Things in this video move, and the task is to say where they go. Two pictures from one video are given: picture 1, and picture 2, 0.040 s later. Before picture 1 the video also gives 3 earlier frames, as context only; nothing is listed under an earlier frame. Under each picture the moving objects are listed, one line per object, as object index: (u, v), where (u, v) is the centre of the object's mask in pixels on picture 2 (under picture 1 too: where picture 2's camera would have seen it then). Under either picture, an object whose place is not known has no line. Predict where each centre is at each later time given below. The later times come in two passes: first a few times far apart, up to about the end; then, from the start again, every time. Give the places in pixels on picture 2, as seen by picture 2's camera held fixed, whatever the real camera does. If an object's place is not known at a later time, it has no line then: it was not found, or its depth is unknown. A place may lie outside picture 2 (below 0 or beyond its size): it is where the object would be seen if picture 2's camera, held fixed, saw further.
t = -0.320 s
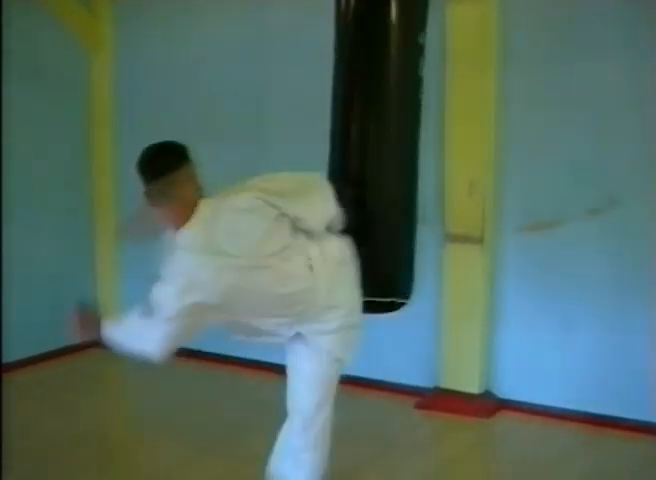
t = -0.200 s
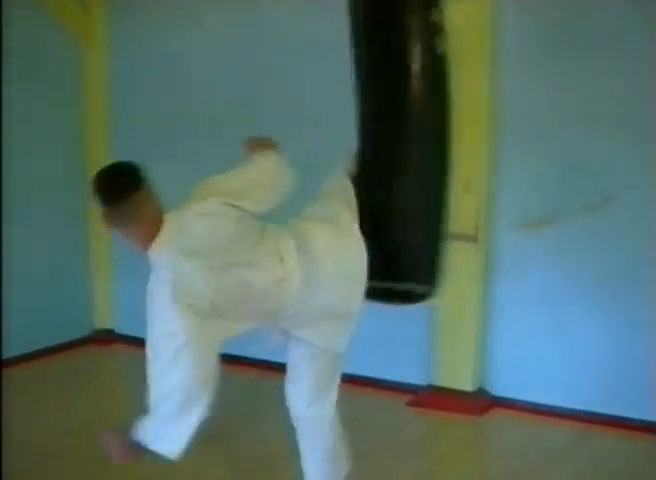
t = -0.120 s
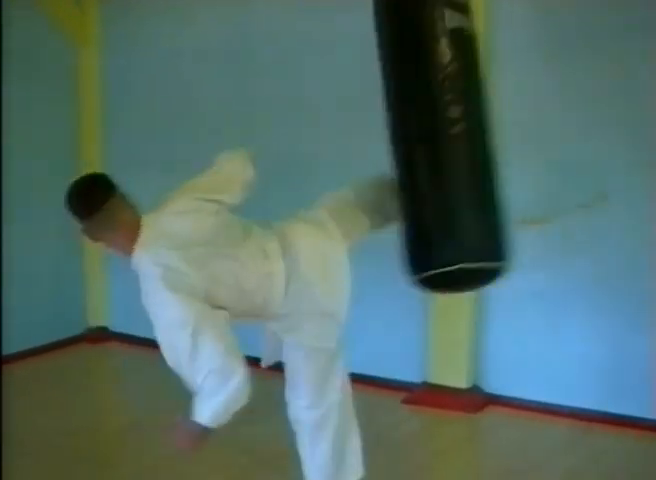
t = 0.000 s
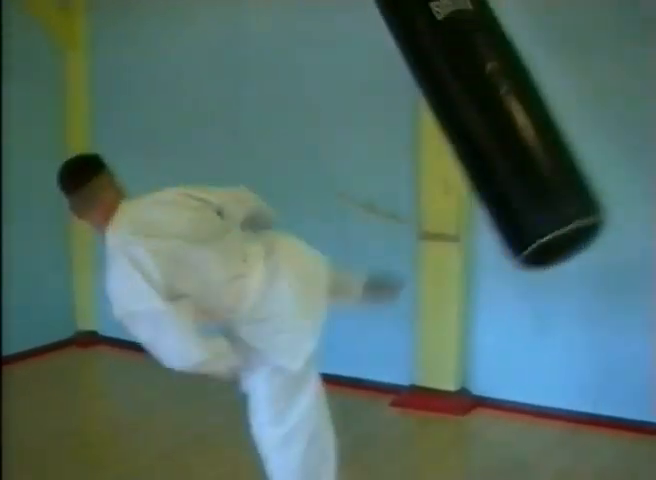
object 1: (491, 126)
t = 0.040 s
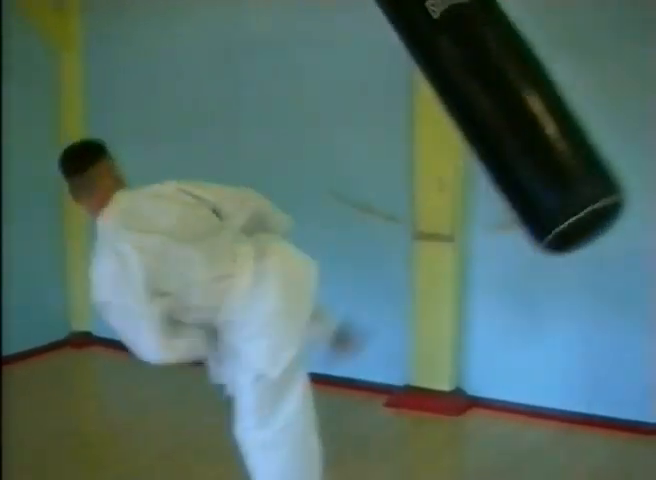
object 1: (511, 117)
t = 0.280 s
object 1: (582, 85)
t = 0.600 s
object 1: (534, 102)
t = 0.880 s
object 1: (409, 124)
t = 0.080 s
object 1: (530, 110)
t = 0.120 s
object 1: (547, 104)
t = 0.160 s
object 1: (563, 97)
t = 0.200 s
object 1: (571, 93)
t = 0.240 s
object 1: (578, 88)
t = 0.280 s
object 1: (582, 85)
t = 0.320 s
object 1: (581, 80)
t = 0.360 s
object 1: (579, 78)
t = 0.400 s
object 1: (575, 79)
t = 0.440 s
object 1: (570, 81)
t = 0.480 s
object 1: (565, 86)
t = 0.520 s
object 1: (559, 91)
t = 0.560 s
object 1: (546, 96)
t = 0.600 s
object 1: (534, 102)
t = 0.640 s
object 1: (520, 106)
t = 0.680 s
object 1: (503, 111)
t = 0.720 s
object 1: (485, 113)
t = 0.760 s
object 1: (466, 117)
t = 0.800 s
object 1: (447, 119)
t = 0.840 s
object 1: (428, 124)
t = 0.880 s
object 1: (409, 124)
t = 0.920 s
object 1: (390, 125)
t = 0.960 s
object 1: (370, 124)
